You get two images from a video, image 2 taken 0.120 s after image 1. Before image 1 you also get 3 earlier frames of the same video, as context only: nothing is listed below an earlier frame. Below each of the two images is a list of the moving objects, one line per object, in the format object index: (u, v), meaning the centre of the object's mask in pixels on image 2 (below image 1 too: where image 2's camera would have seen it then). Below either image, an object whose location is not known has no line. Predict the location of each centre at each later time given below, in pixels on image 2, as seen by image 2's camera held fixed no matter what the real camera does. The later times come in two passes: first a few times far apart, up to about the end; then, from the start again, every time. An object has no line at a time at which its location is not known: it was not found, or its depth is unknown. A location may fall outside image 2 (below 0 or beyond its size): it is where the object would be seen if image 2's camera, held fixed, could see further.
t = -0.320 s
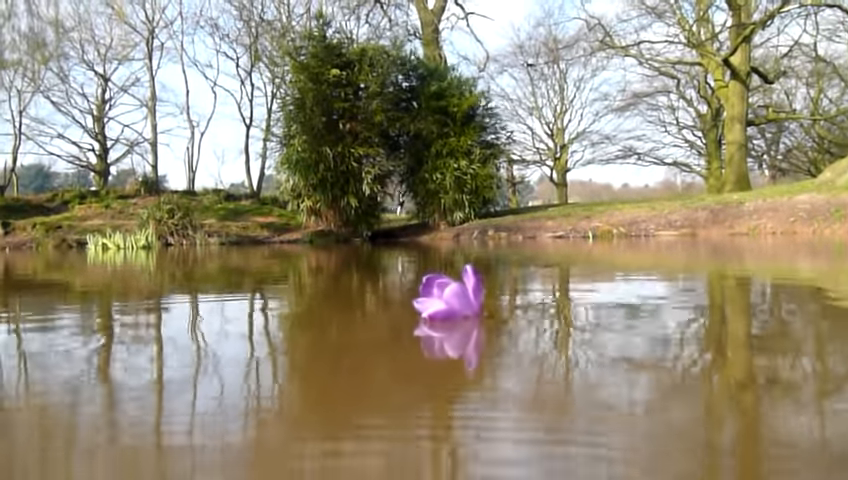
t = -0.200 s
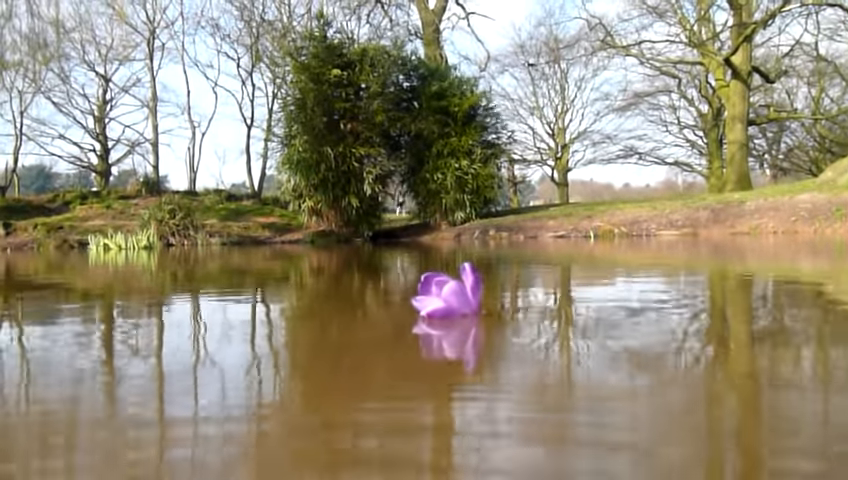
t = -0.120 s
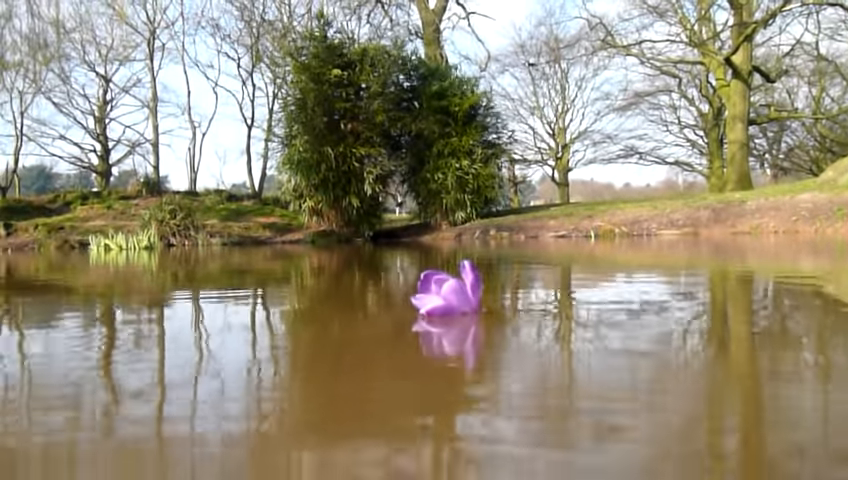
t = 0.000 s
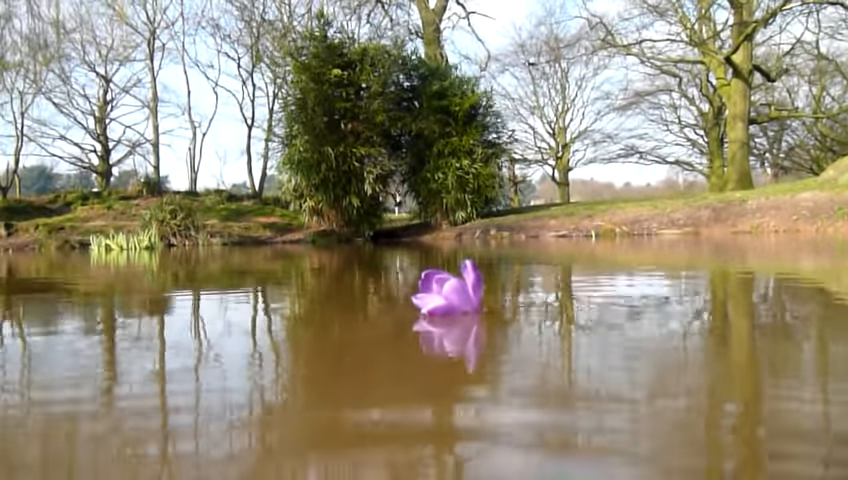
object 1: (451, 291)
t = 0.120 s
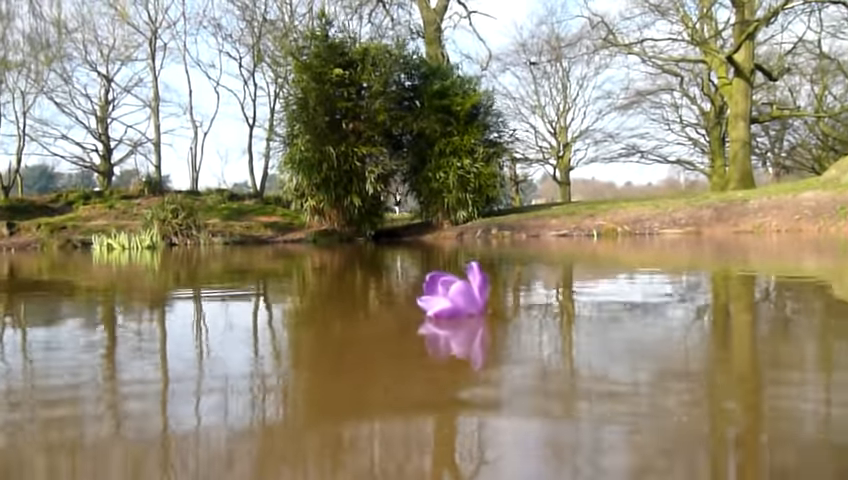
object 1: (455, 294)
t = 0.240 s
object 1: (457, 295)
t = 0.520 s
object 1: (455, 302)
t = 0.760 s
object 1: (448, 304)
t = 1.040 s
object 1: (446, 306)
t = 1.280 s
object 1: (447, 305)
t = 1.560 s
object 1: (436, 308)
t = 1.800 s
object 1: (423, 314)
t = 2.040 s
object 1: (404, 315)
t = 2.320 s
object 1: (382, 318)
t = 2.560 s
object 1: (383, 324)
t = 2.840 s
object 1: (395, 332)
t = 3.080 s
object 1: (412, 334)
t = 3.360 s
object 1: (420, 345)
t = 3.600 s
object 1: (420, 352)
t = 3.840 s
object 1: (427, 352)
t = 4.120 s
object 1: (400, 353)
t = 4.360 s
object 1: (393, 354)
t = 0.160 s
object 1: (456, 294)
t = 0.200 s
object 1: (456, 294)
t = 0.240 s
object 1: (457, 295)
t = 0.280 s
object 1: (458, 296)
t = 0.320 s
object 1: (459, 296)
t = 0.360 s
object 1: (459, 297)
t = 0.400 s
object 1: (459, 299)
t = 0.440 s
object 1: (458, 300)
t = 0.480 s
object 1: (456, 301)
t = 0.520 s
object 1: (455, 302)
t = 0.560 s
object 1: (454, 302)
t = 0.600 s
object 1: (452, 302)
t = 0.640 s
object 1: (451, 302)
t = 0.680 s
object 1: (449, 303)
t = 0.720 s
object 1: (449, 303)
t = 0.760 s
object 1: (448, 304)
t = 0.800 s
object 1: (448, 304)
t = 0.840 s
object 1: (448, 304)
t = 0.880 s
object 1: (447, 304)
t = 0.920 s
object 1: (447, 305)
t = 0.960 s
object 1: (447, 306)
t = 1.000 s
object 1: (446, 306)
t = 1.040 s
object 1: (446, 306)
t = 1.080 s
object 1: (446, 307)
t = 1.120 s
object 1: (446, 307)
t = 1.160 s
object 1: (446, 306)
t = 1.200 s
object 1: (447, 306)
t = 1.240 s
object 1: (447, 305)
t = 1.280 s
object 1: (447, 305)
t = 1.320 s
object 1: (446, 305)
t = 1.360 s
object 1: (445, 305)
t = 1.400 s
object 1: (444, 305)
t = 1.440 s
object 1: (442, 305)
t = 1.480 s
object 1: (440, 305)
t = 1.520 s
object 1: (438, 306)
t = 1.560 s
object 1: (436, 308)
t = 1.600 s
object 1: (434, 309)
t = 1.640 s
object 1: (431, 311)
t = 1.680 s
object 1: (430, 313)
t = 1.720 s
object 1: (428, 314)
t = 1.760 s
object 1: (426, 315)
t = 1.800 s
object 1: (423, 314)
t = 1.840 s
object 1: (421, 314)
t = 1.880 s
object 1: (418, 314)
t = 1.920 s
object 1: (414, 314)
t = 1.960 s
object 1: (410, 314)
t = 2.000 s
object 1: (407, 314)
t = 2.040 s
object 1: (404, 315)
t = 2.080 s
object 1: (401, 316)
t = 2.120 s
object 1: (399, 315)
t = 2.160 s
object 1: (395, 315)
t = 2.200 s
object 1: (391, 315)
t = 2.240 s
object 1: (388, 316)
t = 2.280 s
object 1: (385, 317)
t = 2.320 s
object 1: (382, 318)
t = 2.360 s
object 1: (381, 319)
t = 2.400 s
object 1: (381, 320)
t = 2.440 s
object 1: (380, 321)
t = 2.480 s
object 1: (381, 322)
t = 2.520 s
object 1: (382, 323)
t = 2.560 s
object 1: (383, 324)
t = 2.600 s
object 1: (385, 325)
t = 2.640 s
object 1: (386, 327)
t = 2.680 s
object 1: (387, 329)
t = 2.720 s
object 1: (389, 329)
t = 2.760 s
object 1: (391, 330)
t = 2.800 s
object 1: (393, 331)
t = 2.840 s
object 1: (395, 332)
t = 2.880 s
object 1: (397, 334)
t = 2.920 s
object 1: (400, 334)
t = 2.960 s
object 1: (402, 334)
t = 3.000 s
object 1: (404, 334)
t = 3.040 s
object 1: (408, 334)
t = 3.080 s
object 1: (412, 334)
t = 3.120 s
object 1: (415, 334)
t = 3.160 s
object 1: (418, 335)
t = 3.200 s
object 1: (420, 337)
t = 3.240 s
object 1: (421, 339)
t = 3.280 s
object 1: (421, 341)
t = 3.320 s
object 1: (421, 343)
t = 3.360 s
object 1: (420, 345)
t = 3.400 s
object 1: (419, 346)
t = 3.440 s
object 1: (419, 347)
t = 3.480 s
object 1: (419, 349)
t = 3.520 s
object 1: (419, 351)
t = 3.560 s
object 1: (419, 351)
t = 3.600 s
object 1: (420, 352)
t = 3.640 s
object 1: (421, 352)
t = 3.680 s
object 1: (424, 352)
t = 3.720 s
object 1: (426, 352)
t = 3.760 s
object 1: (427, 351)
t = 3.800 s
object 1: (428, 351)
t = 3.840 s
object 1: (427, 352)
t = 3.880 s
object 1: (426, 353)
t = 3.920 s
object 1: (424, 355)
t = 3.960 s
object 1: (421, 356)
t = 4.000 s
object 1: (415, 356)
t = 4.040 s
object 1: (410, 355)
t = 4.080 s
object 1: (405, 355)
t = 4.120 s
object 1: (400, 353)
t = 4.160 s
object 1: (396, 353)
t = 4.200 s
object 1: (395, 352)
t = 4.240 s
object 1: (393, 351)
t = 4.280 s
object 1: (393, 351)
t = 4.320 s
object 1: (394, 352)
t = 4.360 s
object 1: (393, 354)
